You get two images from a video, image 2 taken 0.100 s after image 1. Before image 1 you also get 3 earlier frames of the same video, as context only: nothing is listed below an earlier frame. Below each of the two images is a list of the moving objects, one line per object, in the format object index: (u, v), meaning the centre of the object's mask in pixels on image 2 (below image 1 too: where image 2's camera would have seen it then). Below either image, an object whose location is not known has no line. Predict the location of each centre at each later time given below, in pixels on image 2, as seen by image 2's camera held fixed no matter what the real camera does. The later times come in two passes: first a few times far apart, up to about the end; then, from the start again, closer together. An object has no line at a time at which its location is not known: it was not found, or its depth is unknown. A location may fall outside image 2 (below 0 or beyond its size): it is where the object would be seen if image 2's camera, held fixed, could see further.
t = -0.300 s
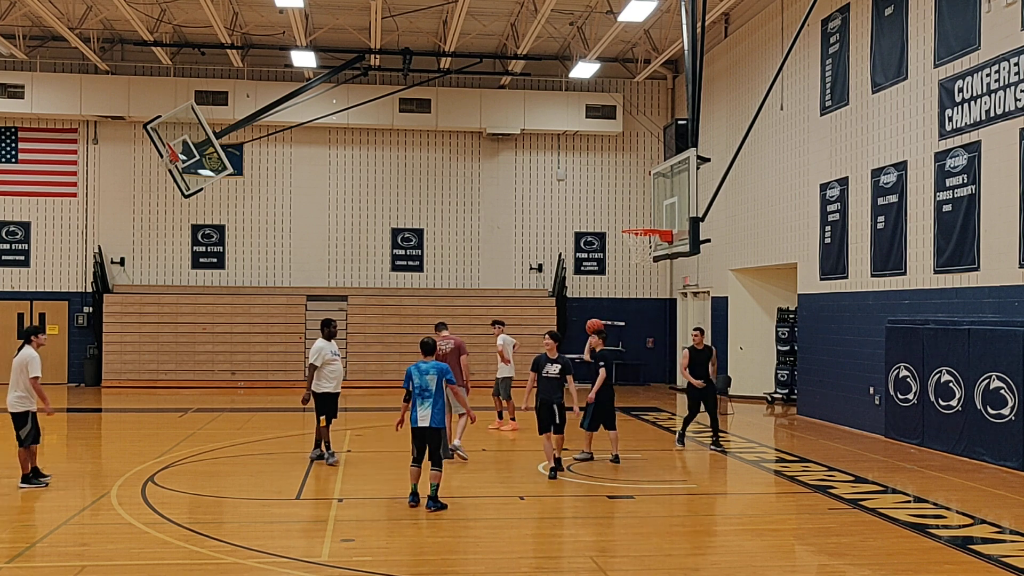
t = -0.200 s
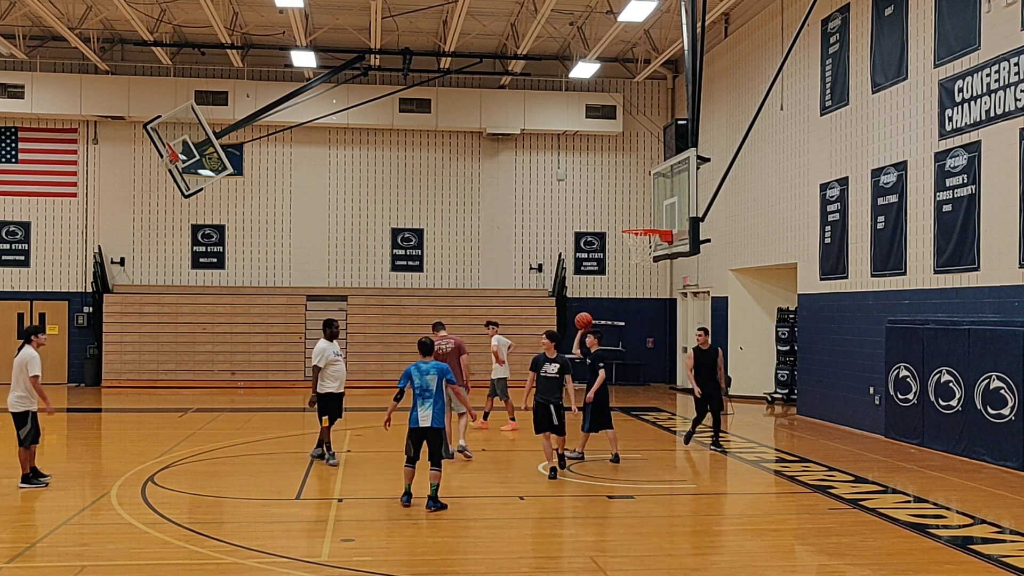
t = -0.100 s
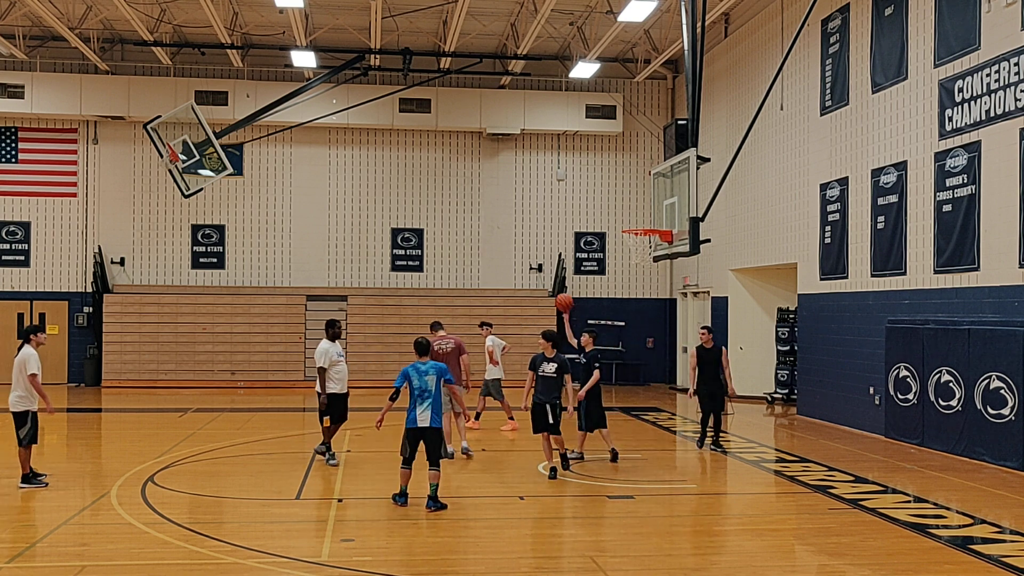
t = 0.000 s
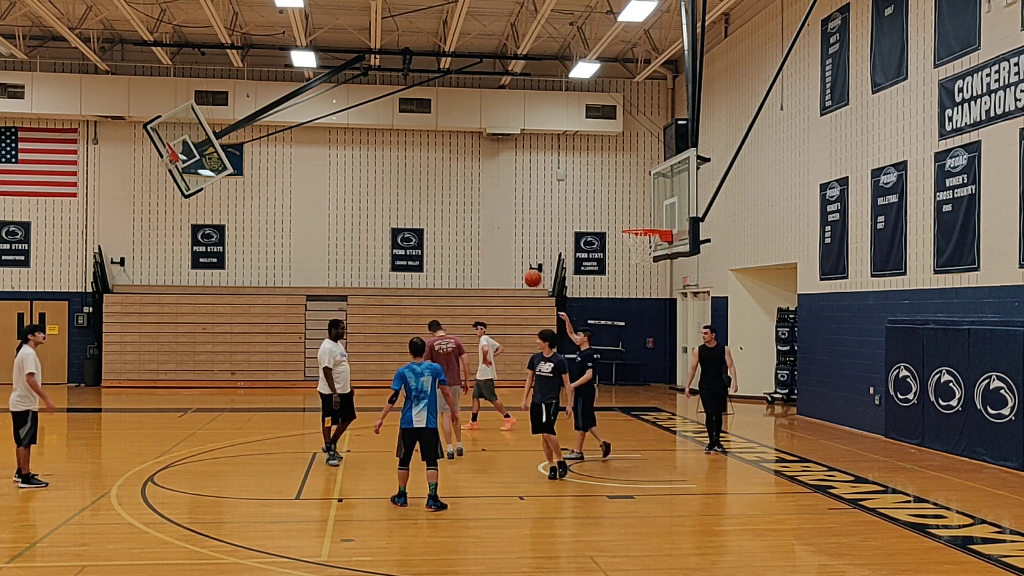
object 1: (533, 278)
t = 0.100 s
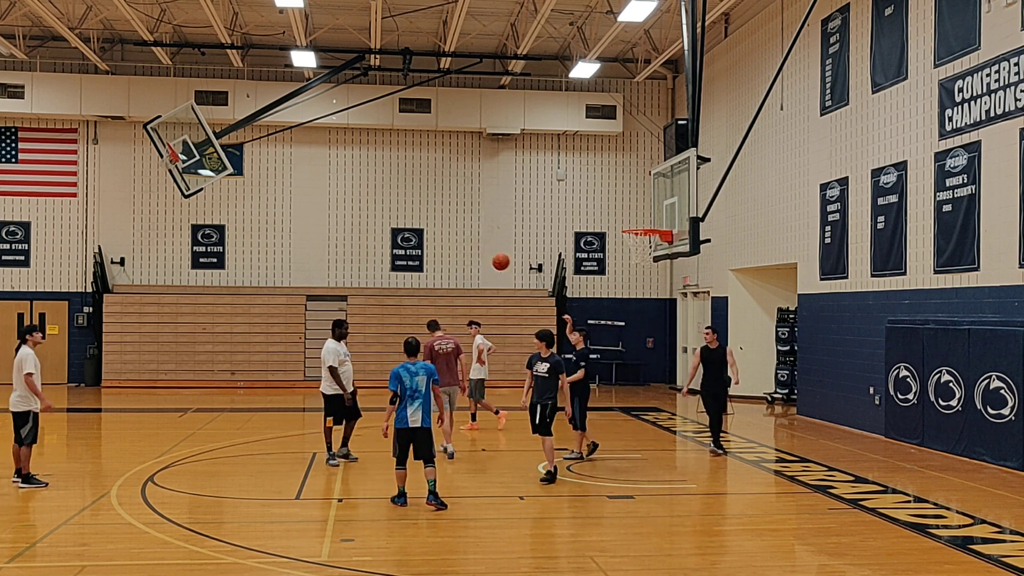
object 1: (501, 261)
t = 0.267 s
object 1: (446, 249)
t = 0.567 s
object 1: (343, 278)
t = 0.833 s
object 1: (245, 365)
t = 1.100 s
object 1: (160, 436)
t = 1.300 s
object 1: (128, 365)
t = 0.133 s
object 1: (490, 258)
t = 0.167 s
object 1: (479, 254)
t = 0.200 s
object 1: (468, 251)
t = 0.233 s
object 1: (457, 250)
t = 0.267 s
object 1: (446, 249)
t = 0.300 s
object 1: (435, 249)
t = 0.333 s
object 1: (424, 249)
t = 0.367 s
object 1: (413, 251)
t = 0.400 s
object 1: (401, 253)
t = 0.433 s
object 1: (390, 256)
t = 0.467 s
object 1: (378, 260)
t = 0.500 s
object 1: (367, 265)
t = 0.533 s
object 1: (355, 271)
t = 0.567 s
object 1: (343, 278)
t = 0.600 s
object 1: (331, 285)
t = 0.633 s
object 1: (318, 295)
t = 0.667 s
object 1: (307, 303)
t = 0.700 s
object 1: (294, 314)
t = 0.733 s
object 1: (282, 325)
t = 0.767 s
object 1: (270, 338)
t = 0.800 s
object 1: (257, 351)
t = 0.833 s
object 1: (245, 365)
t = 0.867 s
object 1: (232, 381)
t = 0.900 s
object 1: (220, 397)
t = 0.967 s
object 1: (194, 433)
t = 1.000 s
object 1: (182, 452)
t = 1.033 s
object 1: (170, 467)
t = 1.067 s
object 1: (165, 451)
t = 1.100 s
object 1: (160, 436)
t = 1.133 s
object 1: (154, 422)
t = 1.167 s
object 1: (150, 409)
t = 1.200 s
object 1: (144, 396)
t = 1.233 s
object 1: (139, 384)
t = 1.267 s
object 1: (134, 374)
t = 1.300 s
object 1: (128, 365)
